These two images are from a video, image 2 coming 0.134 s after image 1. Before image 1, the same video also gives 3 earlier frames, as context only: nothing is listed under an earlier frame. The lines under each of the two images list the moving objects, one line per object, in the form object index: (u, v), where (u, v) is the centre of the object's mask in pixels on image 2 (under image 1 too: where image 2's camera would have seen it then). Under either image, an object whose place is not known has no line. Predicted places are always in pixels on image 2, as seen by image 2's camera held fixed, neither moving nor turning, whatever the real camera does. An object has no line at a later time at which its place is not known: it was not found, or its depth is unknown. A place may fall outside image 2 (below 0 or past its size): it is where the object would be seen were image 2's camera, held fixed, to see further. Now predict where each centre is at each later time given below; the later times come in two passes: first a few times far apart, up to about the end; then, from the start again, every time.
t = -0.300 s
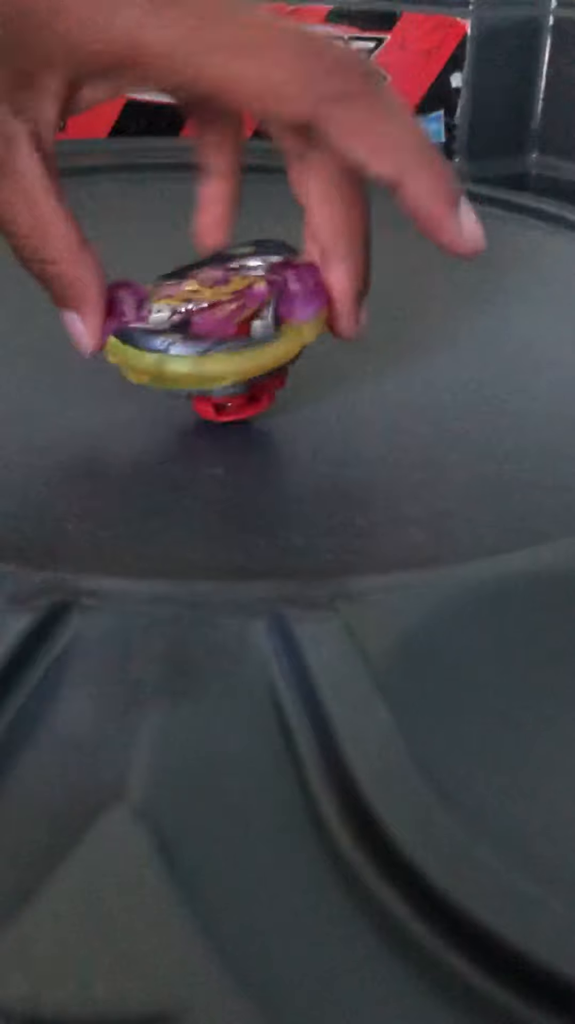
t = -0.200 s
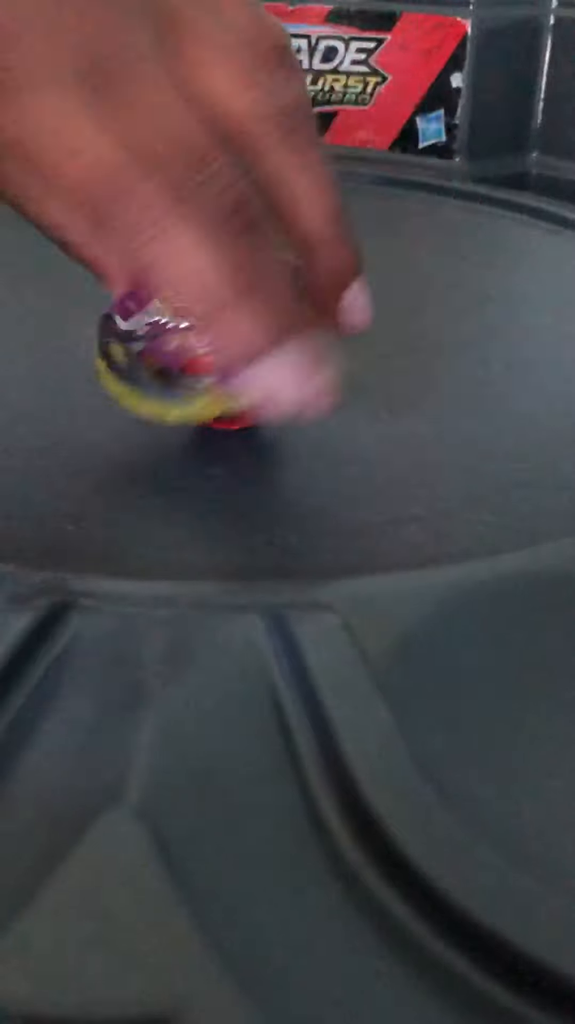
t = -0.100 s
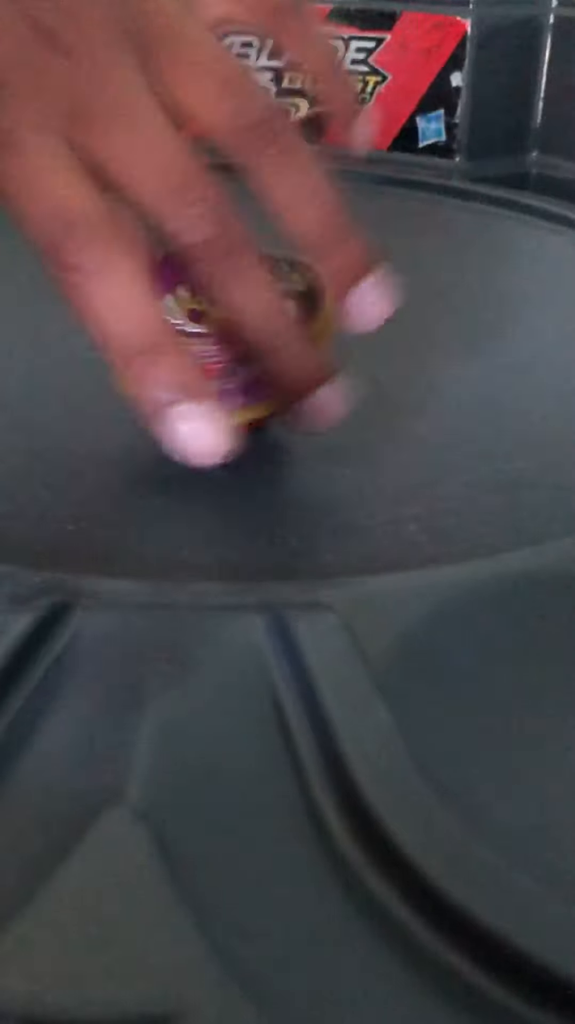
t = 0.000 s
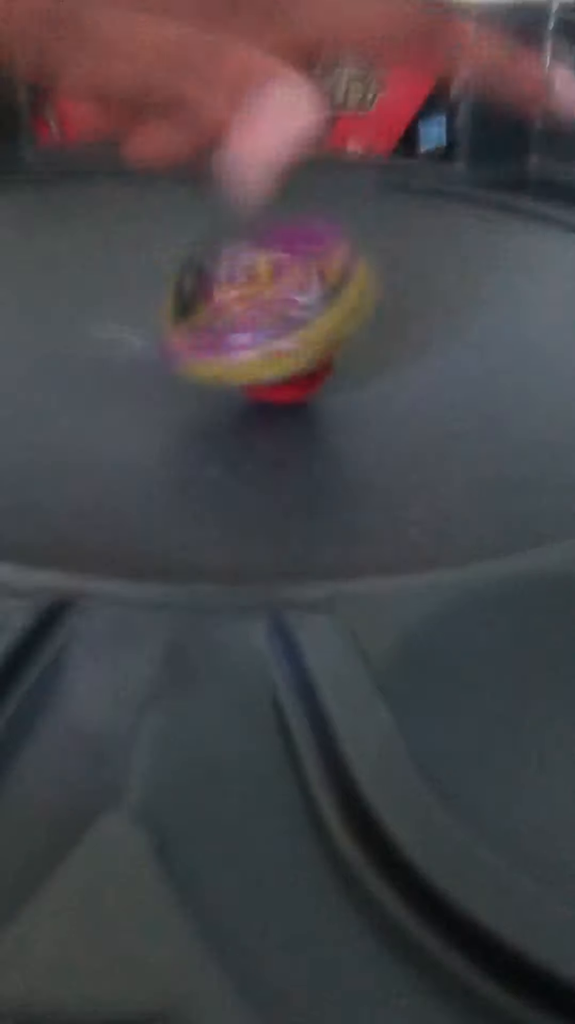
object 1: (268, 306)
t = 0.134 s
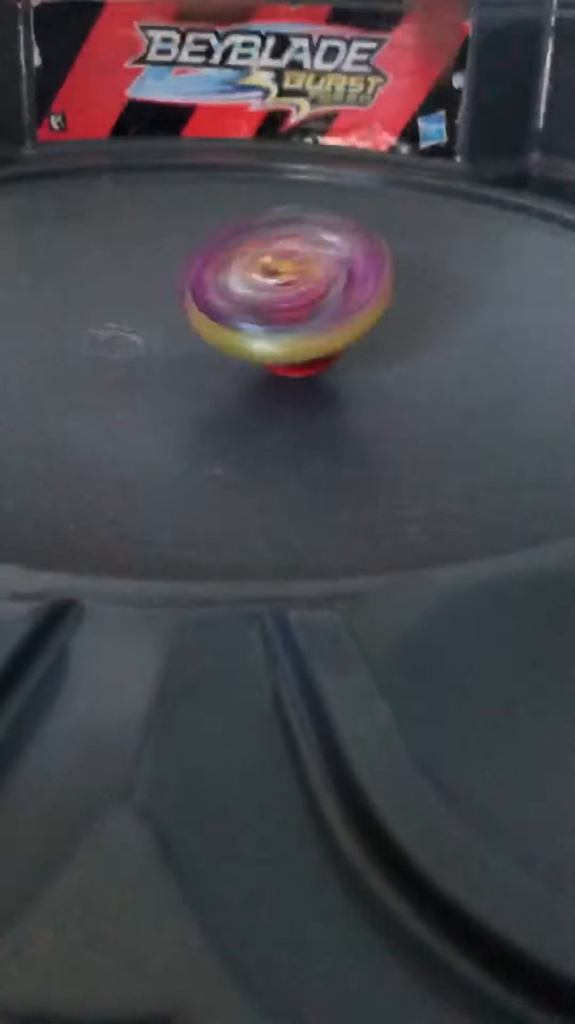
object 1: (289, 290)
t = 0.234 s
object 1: (265, 293)
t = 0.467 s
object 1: (249, 316)
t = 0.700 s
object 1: (260, 307)
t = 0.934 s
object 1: (213, 303)
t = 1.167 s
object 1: (224, 322)
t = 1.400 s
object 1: (198, 298)
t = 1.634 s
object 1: (160, 314)
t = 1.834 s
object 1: (196, 317)
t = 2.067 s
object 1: (157, 276)
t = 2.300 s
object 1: (104, 296)
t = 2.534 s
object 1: (171, 311)
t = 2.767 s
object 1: (141, 274)
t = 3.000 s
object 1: (106, 285)
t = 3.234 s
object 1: (164, 277)
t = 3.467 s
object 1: (148, 273)
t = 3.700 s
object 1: (163, 258)
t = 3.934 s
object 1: (204, 280)
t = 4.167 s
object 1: (229, 312)
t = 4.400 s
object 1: (147, 322)
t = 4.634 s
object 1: (101, 319)
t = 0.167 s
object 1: (279, 289)
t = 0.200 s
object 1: (273, 293)
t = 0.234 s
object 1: (265, 293)
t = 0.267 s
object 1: (258, 292)
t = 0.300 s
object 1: (253, 300)
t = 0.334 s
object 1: (244, 304)
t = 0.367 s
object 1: (239, 306)
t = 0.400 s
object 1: (237, 313)
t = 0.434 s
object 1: (242, 317)
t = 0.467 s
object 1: (249, 316)
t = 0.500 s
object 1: (251, 319)
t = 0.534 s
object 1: (254, 316)
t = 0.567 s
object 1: (258, 321)
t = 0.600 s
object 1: (268, 318)
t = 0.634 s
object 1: (271, 312)
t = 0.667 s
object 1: (270, 310)
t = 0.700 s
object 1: (260, 307)
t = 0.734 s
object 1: (256, 300)
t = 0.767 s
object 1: (252, 297)
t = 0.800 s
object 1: (242, 295)
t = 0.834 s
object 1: (238, 299)
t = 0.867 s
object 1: (227, 298)
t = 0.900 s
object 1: (219, 297)
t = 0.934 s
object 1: (213, 303)
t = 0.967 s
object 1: (210, 305)
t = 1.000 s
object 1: (207, 316)
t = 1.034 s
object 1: (205, 318)
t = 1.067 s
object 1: (209, 319)
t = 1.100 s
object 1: (213, 320)
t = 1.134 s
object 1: (219, 319)
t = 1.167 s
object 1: (224, 322)
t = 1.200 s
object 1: (228, 321)
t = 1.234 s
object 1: (227, 320)
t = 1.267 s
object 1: (220, 312)
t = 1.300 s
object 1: (218, 306)
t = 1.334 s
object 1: (212, 303)
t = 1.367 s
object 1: (202, 299)
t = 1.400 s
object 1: (198, 298)
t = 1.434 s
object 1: (187, 296)
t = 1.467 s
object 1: (181, 292)
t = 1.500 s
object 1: (175, 300)
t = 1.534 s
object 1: (170, 301)
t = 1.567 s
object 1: (163, 306)
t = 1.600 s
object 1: (154, 306)
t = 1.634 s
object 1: (160, 314)
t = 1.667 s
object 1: (167, 321)
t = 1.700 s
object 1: (175, 316)
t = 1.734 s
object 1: (183, 317)
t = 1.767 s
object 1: (185, 319)
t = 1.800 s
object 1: (193, 318)
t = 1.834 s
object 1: (196, 317)
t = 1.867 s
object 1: (201, 310)
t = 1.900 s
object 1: (205, 304)
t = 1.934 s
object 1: (197, 301)
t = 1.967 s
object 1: (190, 289)
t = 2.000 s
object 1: (180, 288)
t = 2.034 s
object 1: (171, 279)
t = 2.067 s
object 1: (157, 276)
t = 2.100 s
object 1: (146, 281)
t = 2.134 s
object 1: (134, 278)
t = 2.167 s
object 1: (125, 281)
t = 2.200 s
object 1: (114, 281)
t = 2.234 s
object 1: (102, 286)
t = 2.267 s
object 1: (100, 286)
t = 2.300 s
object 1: (104, 296)
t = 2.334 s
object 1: (112, 306)
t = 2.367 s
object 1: (119, 309)
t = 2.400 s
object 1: (128, 307)
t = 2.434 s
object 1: (142, 306)
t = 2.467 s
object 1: (160, 311)
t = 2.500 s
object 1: (169, 312)
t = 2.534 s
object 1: (171, 311)
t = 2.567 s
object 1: (168, 308)
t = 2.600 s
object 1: (165, 301)
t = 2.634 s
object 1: (157, 289)
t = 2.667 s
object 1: (160, 278)
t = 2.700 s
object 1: (161, 271)
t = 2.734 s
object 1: (153, 268)
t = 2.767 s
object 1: (141, 274)
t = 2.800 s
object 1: (129, 279)
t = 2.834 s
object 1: (124, 278)
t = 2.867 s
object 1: (110, 285)
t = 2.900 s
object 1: (97, 283)
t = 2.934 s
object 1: (90, 283)
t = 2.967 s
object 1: (96, 290)
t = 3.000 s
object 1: (106, 285)
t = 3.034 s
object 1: (122, 287)
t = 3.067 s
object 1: (129, 290)
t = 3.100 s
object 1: (135, 291)
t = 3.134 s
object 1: (149, 291)
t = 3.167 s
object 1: (164, 288)
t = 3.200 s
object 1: (166, 285)
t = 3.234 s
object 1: (164, 277)
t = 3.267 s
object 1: (157, 269)
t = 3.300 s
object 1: (154, 263)
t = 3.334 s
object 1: (158, 261)
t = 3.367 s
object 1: (157, 260)
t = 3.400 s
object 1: (153, 258)
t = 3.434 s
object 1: (150, 263)
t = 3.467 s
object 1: (148, 273)
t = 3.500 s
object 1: (142, 269)
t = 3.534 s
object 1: (147, 265)
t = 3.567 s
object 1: (152, 264)
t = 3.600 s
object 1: (154, 262)
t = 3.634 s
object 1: (159, 266)
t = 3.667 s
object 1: (165, 264)
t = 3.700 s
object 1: (163, 258)
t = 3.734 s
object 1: (163, 254)
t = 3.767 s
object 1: (171, 255)
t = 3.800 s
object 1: (179, 257)
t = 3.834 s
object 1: (186, 259)
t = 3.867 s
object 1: (190, 263)
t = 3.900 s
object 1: (193, 271)
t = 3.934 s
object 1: (204, 280)
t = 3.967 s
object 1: (214, 286)
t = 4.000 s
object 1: (218, 291)
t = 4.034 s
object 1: (226, 297)
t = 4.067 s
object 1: (233, 302)
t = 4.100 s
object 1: (234, 306)
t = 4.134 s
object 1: (233, 309)
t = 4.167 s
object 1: (229, 312)
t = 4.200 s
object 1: (220, 315)
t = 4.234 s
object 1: (208, 319)
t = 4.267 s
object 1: (193, 322)
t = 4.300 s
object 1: (180, 323)
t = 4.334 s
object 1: (167, 324)
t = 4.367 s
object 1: (156, 323)
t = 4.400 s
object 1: (147, 322)
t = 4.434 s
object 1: (139, 322)
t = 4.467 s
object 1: (131, 323)
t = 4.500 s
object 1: (124, 322)
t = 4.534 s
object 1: (117, 321)
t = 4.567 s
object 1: (111, 320)
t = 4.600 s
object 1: (106, 320)
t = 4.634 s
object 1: (101, 319)
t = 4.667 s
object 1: (98, 319)
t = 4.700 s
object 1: (96, 317)
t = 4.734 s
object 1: (93, 316)
